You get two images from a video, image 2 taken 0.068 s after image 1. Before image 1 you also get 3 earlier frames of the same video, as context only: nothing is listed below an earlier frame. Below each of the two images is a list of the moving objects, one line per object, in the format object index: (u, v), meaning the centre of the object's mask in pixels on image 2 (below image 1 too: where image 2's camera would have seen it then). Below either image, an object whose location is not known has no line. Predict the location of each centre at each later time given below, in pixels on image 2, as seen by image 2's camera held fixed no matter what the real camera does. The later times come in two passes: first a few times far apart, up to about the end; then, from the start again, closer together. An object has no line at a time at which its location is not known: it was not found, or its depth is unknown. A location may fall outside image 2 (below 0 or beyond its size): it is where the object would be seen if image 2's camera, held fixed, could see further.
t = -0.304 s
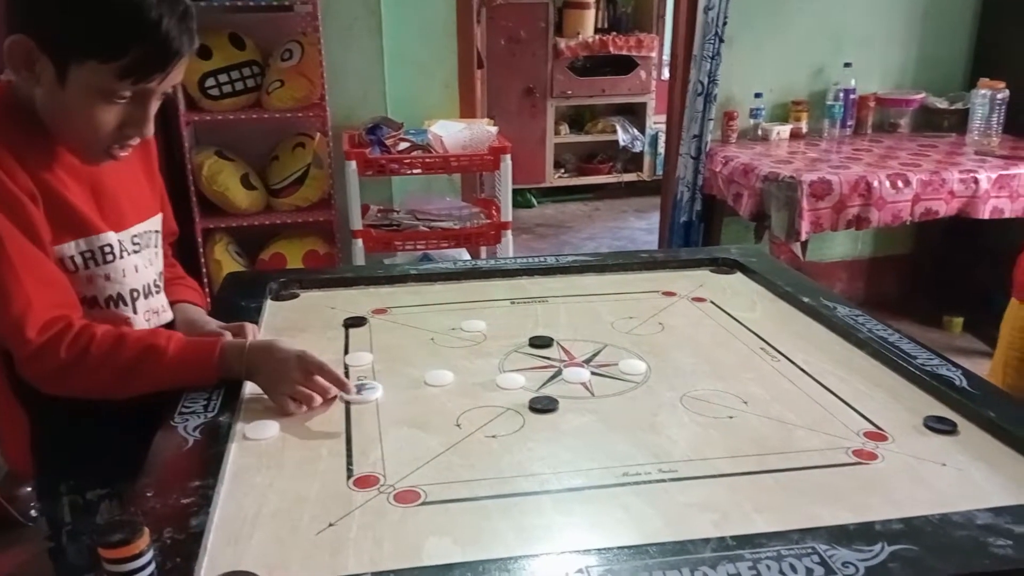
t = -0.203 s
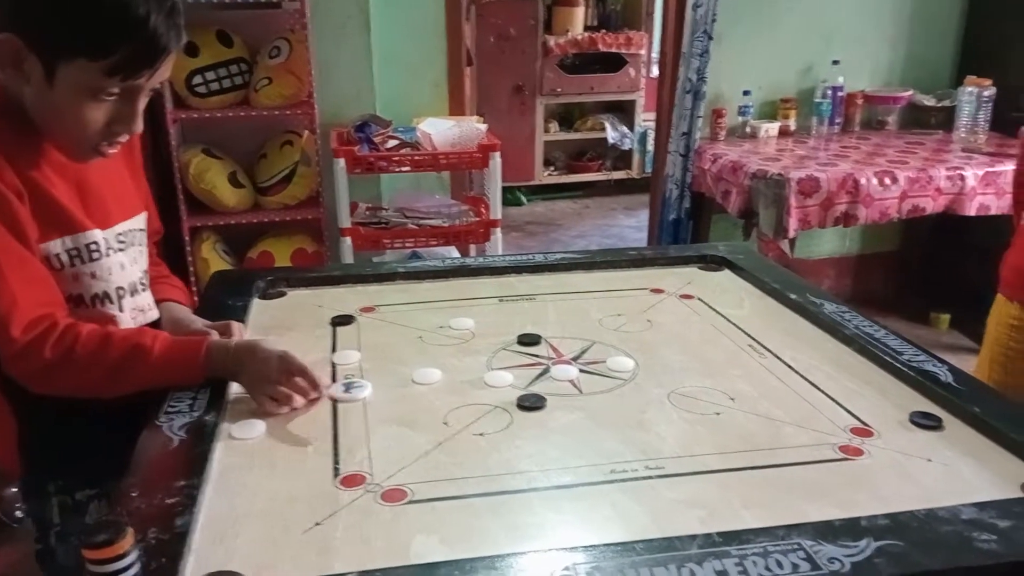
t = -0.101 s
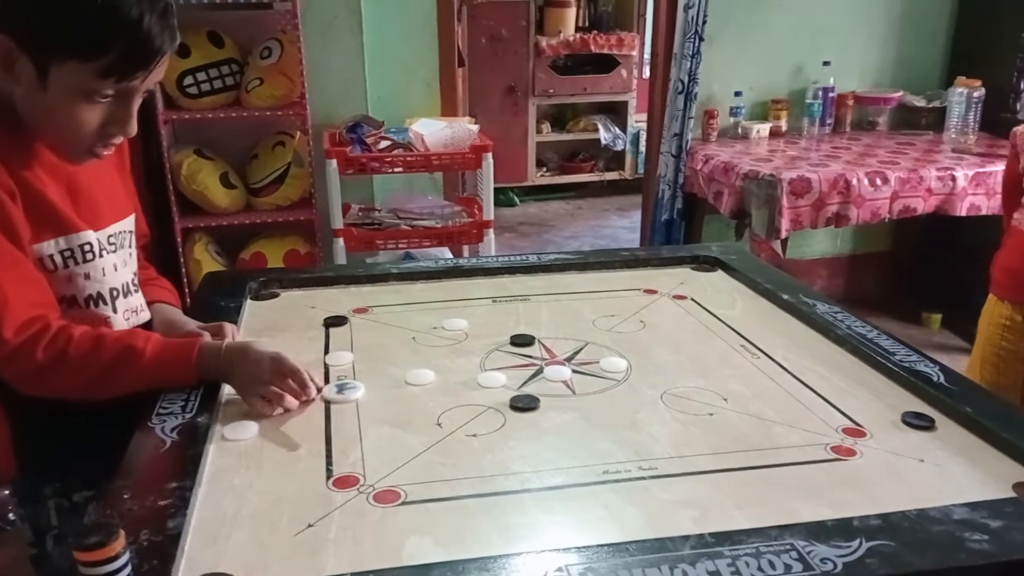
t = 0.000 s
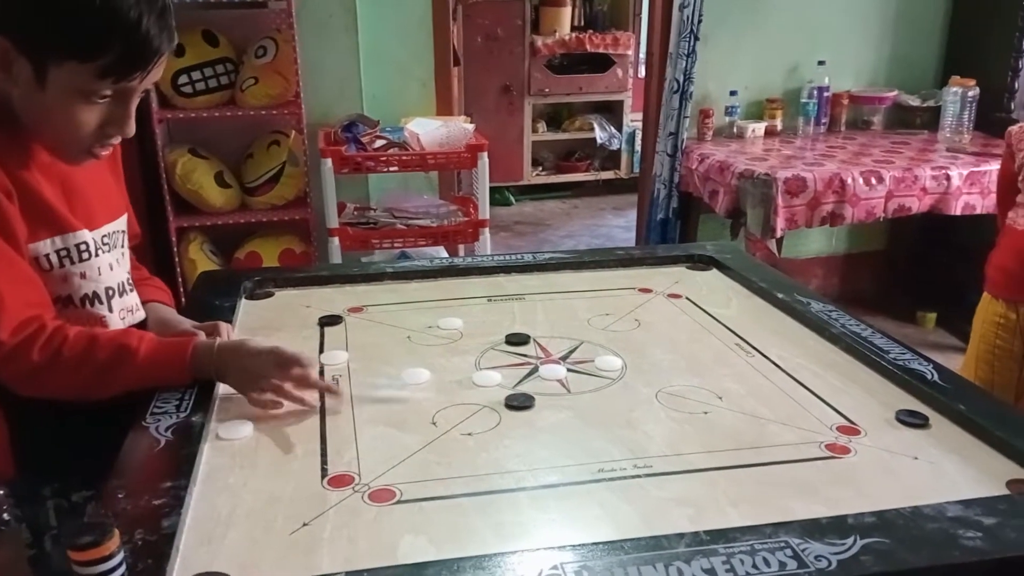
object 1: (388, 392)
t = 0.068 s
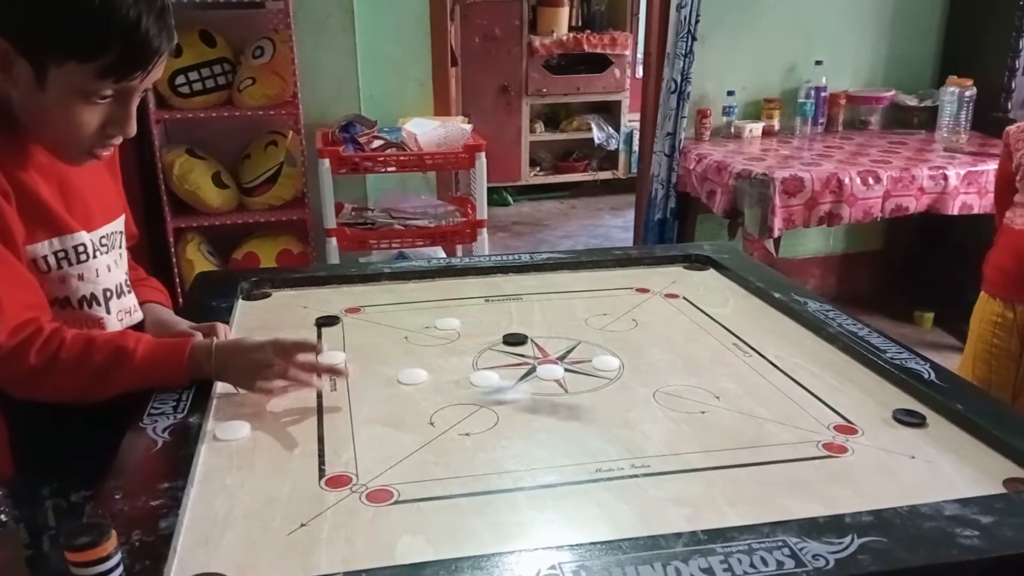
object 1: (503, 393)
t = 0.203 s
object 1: (610, 381)
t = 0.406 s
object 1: (710, 366)
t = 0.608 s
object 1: (766, 359)
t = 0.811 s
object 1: (787, 355)
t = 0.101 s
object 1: (530, 390)
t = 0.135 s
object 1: (558, 386)
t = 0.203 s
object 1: (610, 381)
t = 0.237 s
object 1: (629, 377)
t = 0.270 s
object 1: (651, 374)
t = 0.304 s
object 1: (670, 371)
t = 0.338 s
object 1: (683, 370)
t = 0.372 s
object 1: (698, 368)
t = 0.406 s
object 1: (710, 366)
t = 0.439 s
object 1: (723, 365)
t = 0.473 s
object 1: (735, 364)
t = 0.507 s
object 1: (744, 362)
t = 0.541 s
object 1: (753, 361)
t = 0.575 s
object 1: (760, 360)
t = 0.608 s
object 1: (766, 359)
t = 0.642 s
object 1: (772, 358)
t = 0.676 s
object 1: (777, 357)
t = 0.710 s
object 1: (780, 357)
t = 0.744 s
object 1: (784, 356)
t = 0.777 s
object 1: (785, 356)
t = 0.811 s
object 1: (787, 355)
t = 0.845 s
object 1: (788, 355)
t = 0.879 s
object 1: (788, 355)
